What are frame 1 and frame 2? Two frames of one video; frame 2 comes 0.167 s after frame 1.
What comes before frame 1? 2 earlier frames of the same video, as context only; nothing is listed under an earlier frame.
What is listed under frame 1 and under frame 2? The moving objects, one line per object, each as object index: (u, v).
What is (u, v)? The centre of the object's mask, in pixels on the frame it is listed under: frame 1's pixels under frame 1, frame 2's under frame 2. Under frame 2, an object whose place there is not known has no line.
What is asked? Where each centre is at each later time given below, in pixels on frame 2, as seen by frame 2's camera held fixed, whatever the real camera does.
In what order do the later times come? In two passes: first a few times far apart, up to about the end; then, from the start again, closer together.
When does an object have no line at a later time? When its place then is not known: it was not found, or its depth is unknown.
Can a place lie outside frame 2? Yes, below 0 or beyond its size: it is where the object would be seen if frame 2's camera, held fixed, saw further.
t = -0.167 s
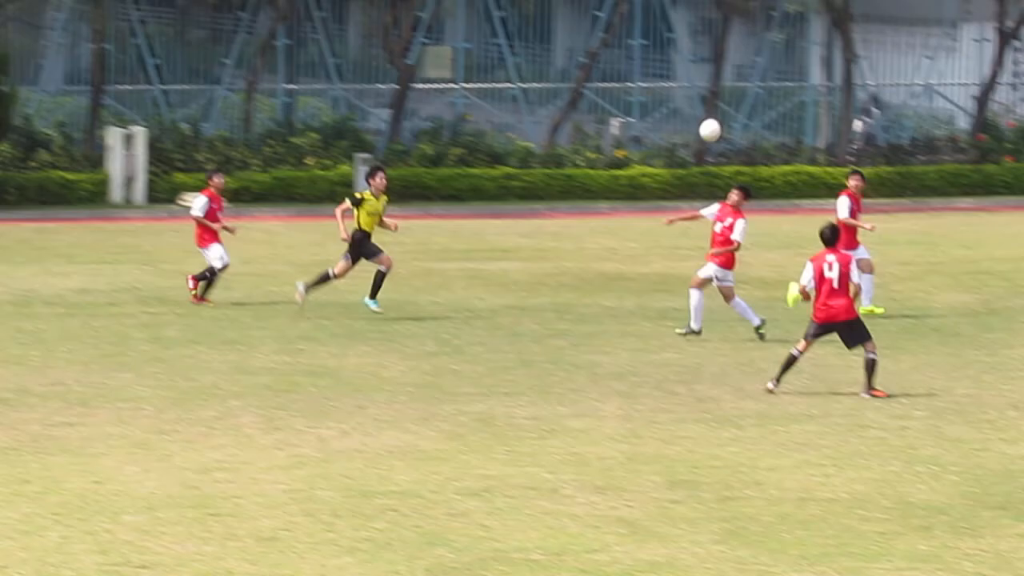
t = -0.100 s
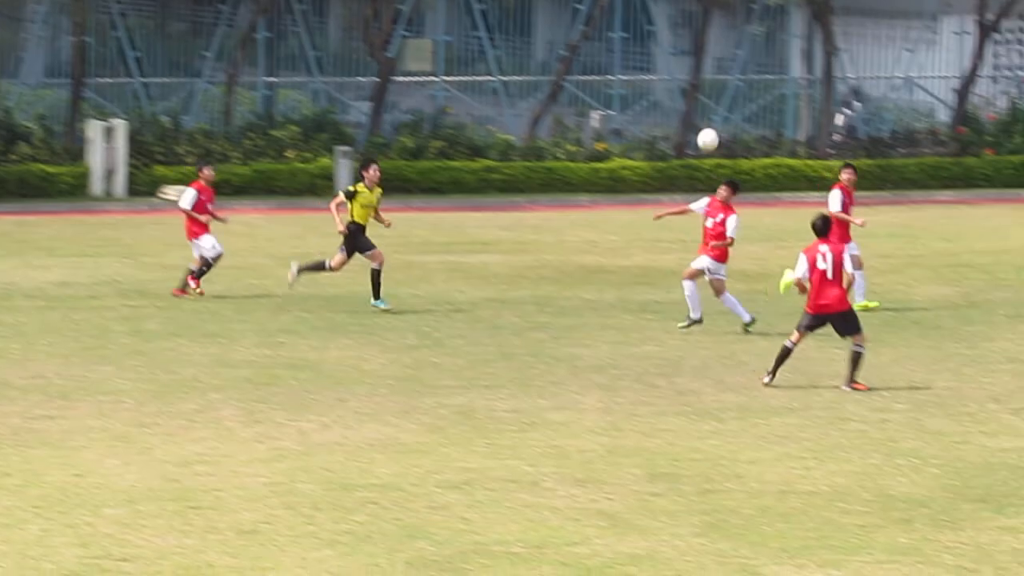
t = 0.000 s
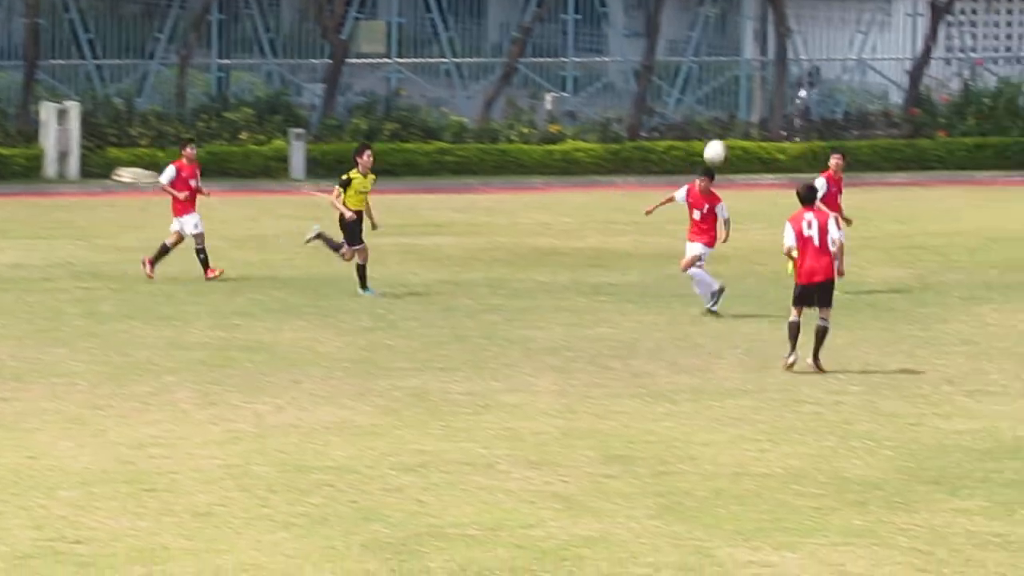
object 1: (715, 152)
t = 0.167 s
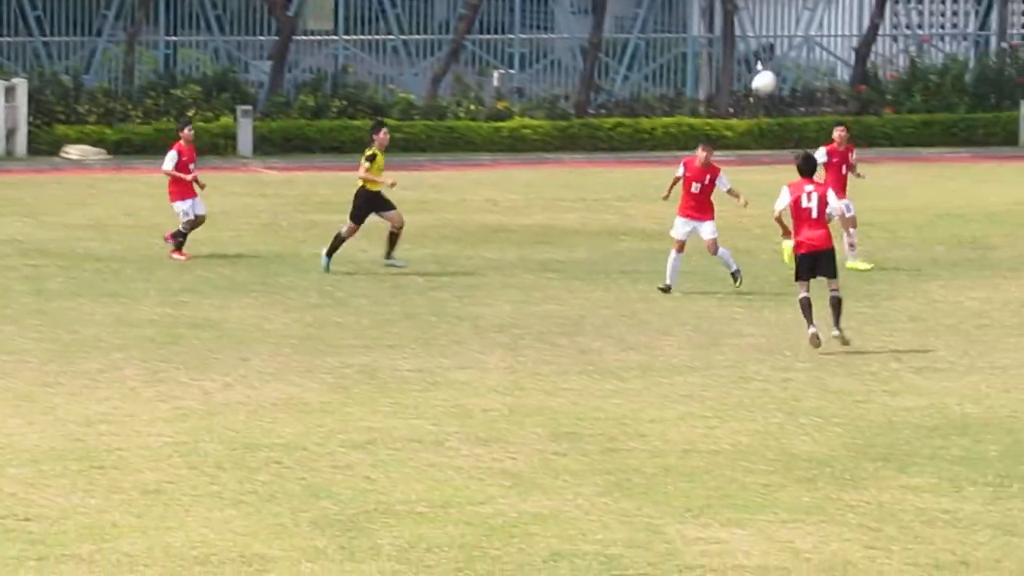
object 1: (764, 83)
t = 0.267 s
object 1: (825, 67)
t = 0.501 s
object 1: (968, 68)
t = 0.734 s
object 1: (1114, 116)
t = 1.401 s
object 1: (1532, 159)
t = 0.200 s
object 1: (785, 76)
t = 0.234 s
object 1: (805, 71)
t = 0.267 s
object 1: (825, 67)
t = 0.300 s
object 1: (846, 63)
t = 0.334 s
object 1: (865, 62)
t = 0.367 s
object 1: (885, 61)
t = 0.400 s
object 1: (906, 62)
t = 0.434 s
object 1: (927, 63)
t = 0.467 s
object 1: (947, 65)
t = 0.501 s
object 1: (968, 68)
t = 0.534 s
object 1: (989, 72)
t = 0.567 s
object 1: (1009, 76)
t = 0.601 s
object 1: (1029, 82)
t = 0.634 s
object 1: (1051, 89)
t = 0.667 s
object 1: (1072, 97)
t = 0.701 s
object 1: (1093, 106)
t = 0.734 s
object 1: (1114, 116)
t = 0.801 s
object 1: (1160, 138)
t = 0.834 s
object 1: (1182, 153)
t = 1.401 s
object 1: (1532, 159)
